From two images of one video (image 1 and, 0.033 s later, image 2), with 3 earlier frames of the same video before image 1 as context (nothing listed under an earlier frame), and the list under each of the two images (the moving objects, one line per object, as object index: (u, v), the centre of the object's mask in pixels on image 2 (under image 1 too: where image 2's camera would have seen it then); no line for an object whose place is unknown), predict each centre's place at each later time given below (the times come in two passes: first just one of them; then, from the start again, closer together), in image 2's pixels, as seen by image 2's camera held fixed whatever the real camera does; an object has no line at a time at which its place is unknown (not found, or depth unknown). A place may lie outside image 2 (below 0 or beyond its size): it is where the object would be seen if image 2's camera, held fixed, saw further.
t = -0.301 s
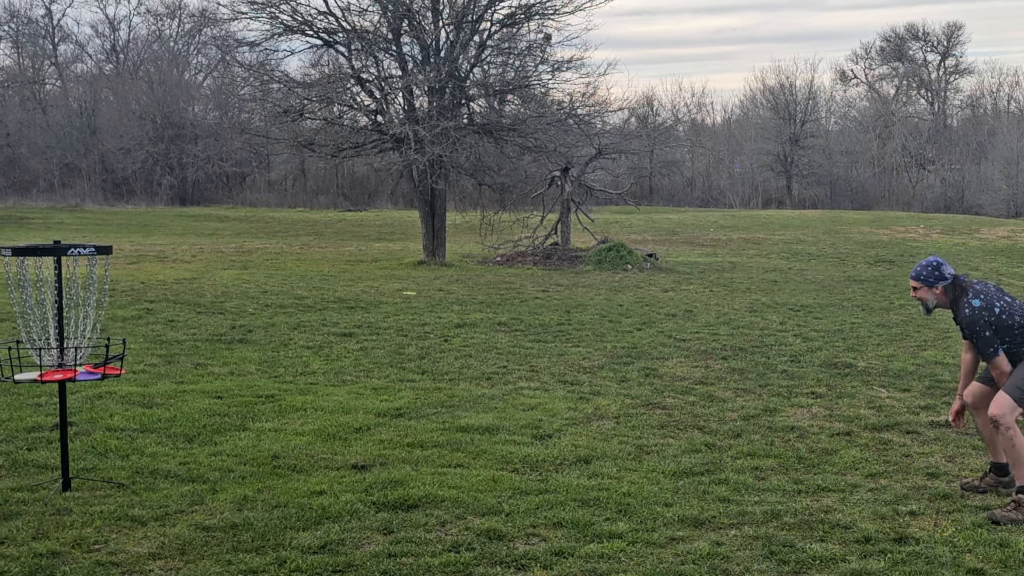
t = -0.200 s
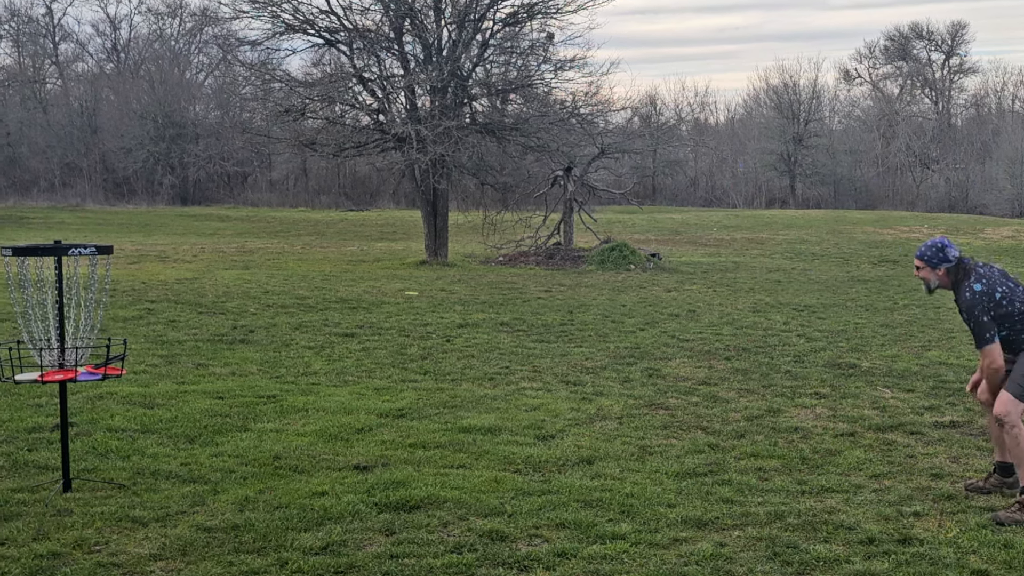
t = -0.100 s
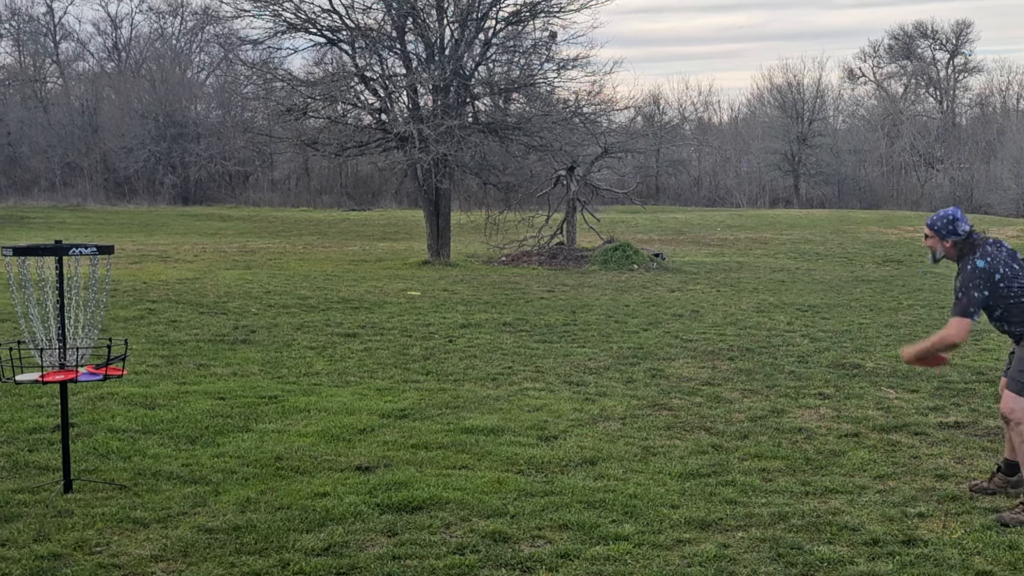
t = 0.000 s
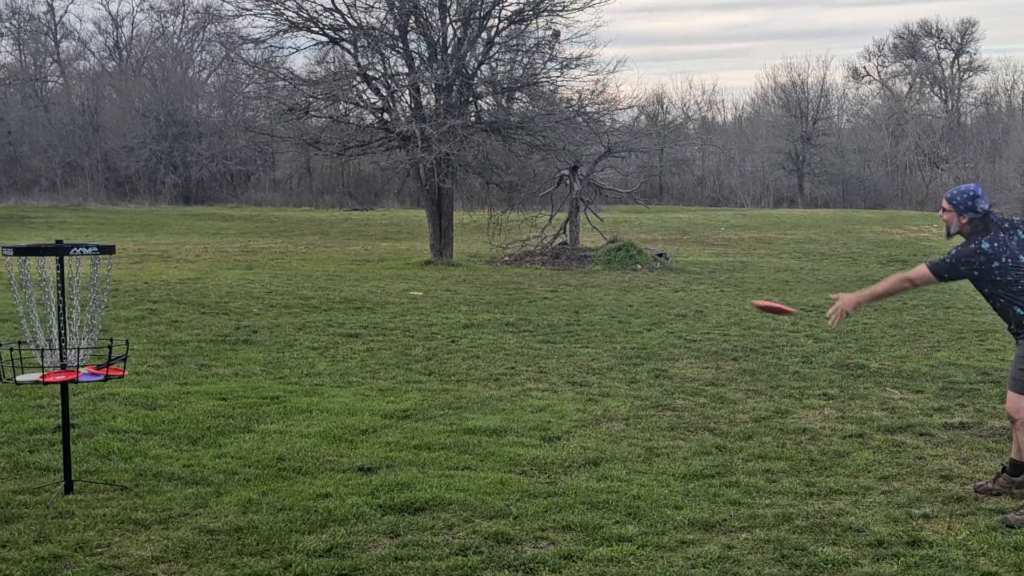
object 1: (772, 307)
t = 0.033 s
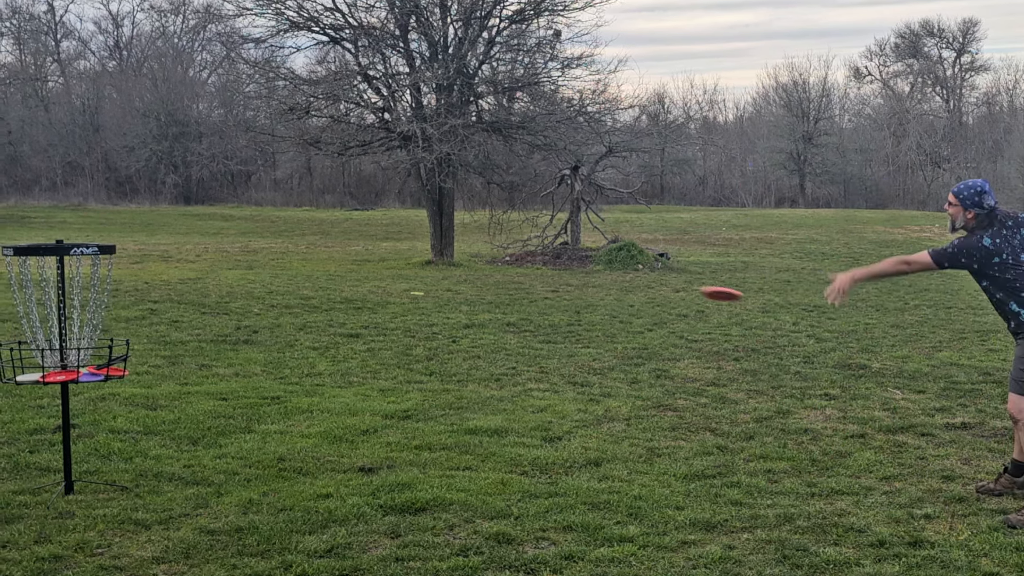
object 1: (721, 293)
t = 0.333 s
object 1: (231, 251)
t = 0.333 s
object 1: (231, 251)
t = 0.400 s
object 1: (128, 258)
